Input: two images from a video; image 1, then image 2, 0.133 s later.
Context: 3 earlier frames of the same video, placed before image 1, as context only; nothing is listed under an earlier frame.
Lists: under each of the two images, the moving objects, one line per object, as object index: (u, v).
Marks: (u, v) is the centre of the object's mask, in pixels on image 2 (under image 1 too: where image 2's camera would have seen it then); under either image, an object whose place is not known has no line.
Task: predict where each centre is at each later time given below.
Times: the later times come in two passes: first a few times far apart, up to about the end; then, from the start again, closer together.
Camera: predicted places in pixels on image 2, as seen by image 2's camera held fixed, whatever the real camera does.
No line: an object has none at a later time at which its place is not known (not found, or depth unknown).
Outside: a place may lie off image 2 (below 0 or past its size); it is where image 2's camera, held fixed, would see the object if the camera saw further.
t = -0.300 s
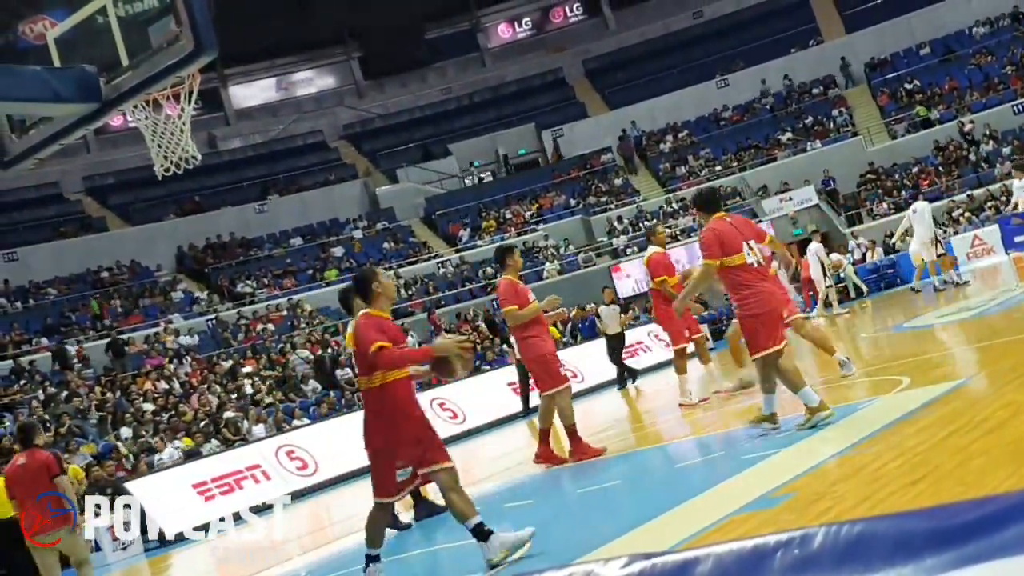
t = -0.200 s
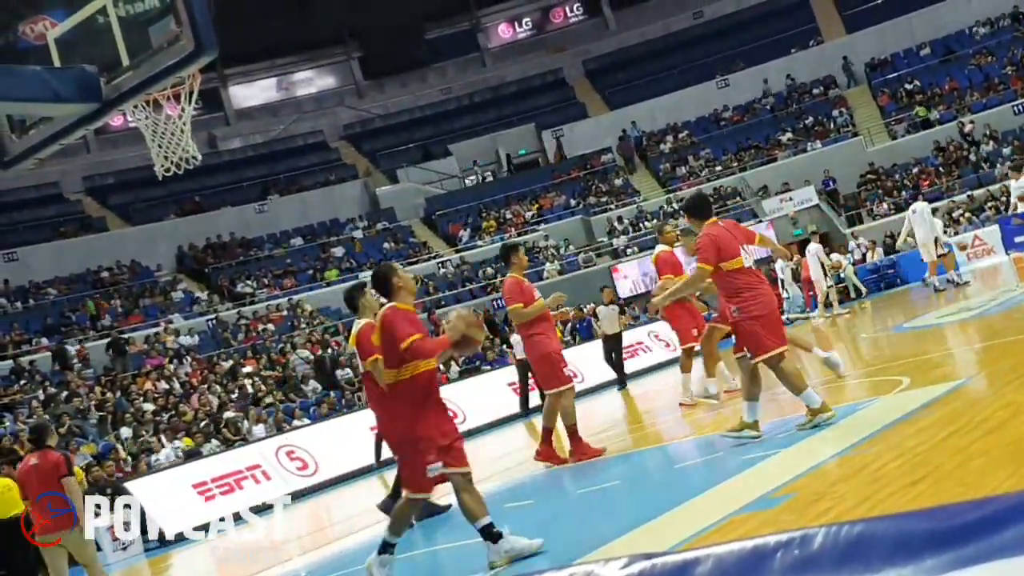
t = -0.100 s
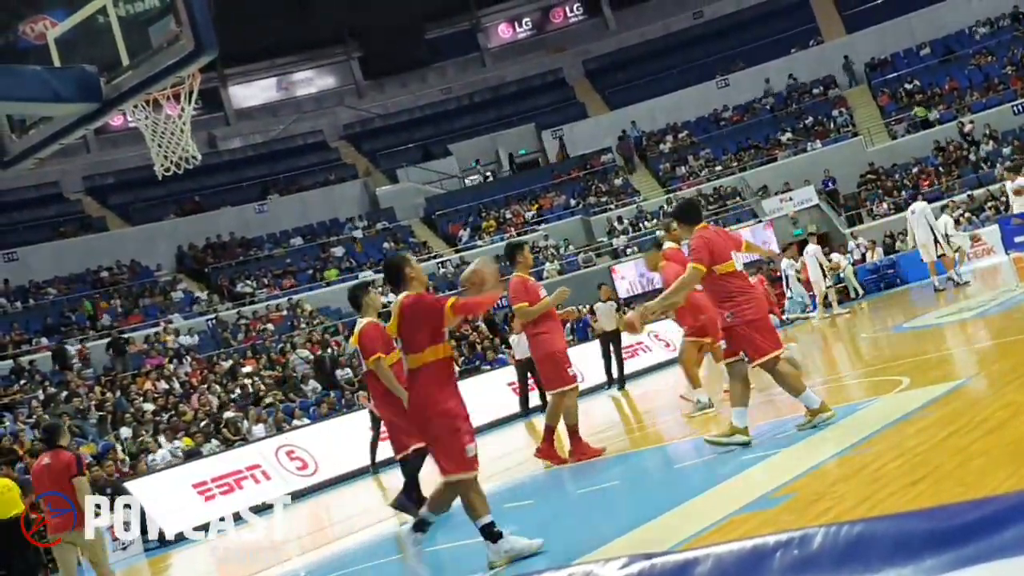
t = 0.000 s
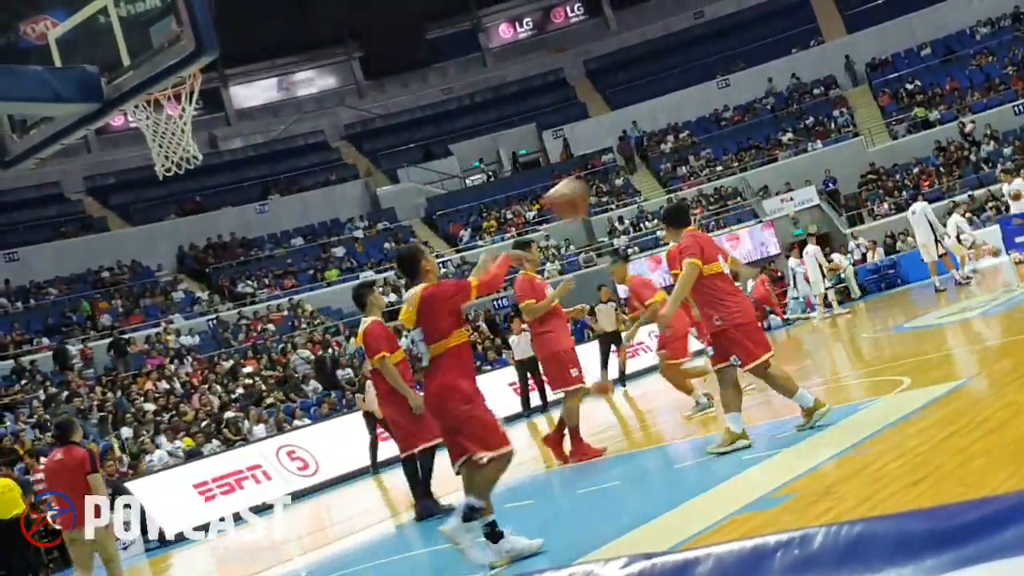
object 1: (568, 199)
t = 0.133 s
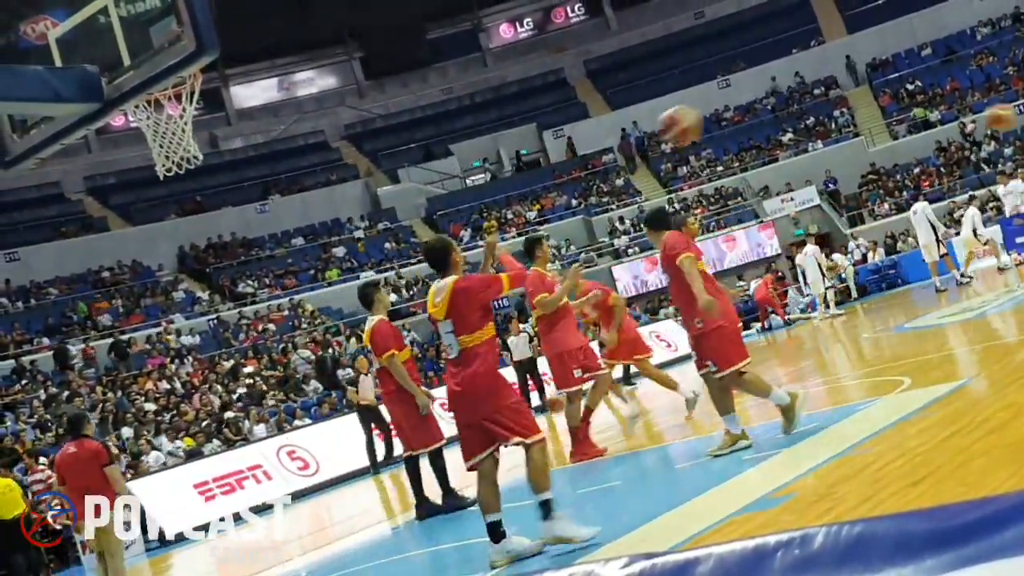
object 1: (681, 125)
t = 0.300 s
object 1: (812, 76)
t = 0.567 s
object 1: (1006, 82)
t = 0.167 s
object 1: (708, 111)
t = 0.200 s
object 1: (733, 102)
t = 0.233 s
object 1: (760, 91)
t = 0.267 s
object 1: (787, 83)
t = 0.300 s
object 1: (812, 76)
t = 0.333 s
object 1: (838, 71)
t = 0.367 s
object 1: (863, 67)
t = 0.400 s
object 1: (887, 67)
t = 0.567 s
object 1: (1006, 82)
